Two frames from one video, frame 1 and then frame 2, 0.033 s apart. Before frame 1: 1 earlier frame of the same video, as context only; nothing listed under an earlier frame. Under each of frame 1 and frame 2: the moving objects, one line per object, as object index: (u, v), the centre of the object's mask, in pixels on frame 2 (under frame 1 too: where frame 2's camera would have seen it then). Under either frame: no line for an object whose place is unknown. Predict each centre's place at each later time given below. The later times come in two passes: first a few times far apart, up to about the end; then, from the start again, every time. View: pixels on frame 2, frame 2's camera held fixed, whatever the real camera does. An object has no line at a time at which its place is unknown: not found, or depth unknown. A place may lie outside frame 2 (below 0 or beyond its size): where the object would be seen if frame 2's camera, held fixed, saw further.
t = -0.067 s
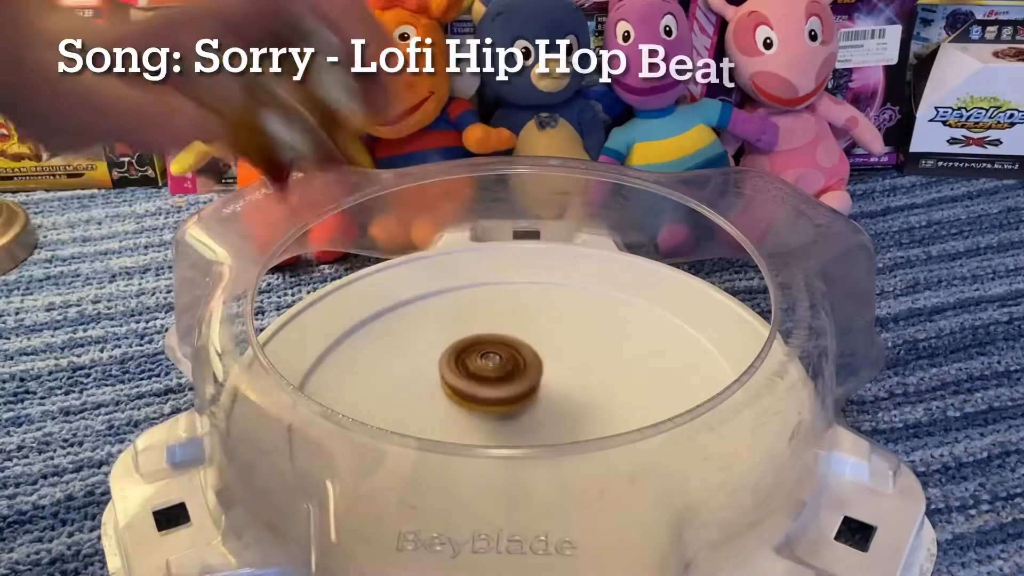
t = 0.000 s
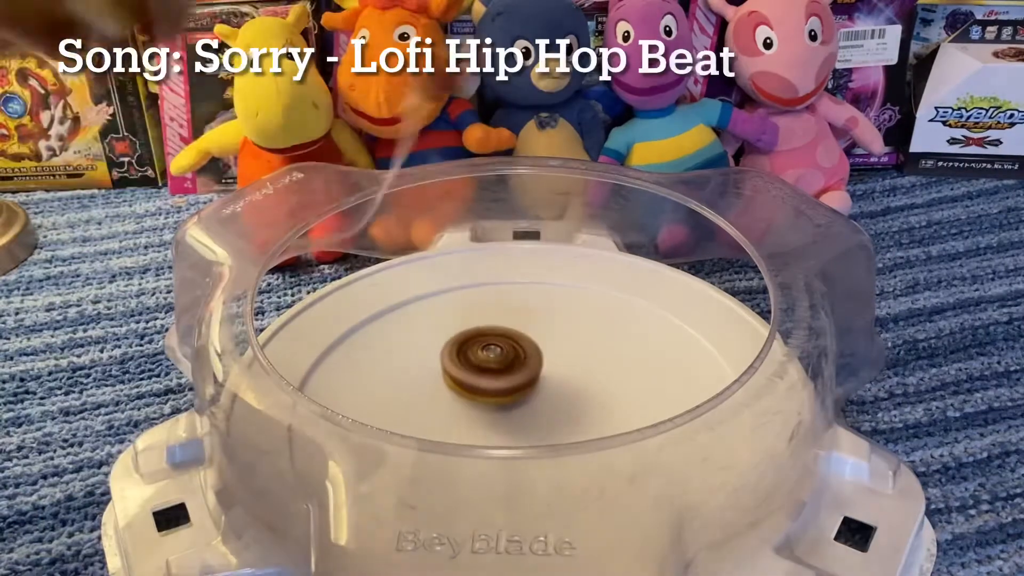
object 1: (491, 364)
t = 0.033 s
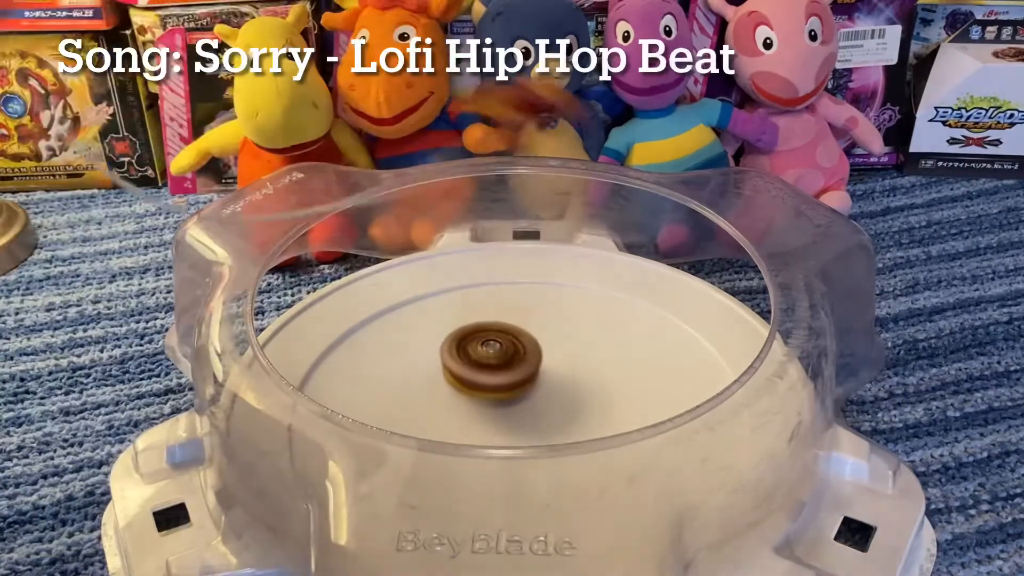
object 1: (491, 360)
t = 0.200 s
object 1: (473, 362)
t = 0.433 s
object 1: (495, 388)
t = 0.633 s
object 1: (525, 358)
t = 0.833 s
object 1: (483, 354)
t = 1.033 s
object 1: (498, 388)
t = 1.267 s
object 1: (557, 366)
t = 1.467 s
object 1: (513, 352)
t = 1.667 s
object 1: (492, 385)
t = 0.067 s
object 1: (489, 357)
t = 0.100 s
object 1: (486, 355)
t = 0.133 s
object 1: (482, 356)
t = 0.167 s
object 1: (478, 358)
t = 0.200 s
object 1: (473, 362)
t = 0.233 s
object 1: (470, 367)
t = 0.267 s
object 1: (470, 373)
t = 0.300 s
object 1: (471, 379)
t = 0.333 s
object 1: (474, 384)
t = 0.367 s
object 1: (480, 387)
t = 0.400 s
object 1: (486, 388)
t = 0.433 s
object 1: (495, 388)
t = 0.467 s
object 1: (503, 386)
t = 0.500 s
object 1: (511, 382)
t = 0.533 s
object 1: (518, 376)
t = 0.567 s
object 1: (523, 370)
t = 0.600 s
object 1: (526, 364)
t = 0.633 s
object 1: (525, 358)
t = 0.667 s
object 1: (522, 353)
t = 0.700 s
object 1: (516, 349)
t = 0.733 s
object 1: (508, 347)
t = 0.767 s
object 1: (500, 347)
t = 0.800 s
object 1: (491, 349)
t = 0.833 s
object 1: (483, 354)
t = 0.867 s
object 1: (478, 360)
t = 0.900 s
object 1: (476, 367)
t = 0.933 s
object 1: (478, 374)
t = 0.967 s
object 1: (482, 380)
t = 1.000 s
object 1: (489, 385)
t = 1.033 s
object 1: (498, 388)
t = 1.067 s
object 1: (508, 390)
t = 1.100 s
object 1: (520, 390)
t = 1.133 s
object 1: (530, 387)
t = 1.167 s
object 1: (541, 383)
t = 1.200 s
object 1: (549, 378)
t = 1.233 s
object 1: (555, 372)
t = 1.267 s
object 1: (557, 366)
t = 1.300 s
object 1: (556, 360)
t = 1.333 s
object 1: (552, 355)
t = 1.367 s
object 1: (544, 352)
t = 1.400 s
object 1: (535, 350)
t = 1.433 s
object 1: (524, 350)
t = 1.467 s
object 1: (513, 352)
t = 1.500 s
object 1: (503, 356)
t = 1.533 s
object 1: (495, 361)
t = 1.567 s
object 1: (490, 367)
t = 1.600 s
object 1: (487, 373)
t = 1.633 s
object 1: (489, 379)
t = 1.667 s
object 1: (492, 385)
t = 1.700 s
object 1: (499, 389)
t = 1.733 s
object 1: (507, 393)
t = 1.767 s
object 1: (516, 394)
